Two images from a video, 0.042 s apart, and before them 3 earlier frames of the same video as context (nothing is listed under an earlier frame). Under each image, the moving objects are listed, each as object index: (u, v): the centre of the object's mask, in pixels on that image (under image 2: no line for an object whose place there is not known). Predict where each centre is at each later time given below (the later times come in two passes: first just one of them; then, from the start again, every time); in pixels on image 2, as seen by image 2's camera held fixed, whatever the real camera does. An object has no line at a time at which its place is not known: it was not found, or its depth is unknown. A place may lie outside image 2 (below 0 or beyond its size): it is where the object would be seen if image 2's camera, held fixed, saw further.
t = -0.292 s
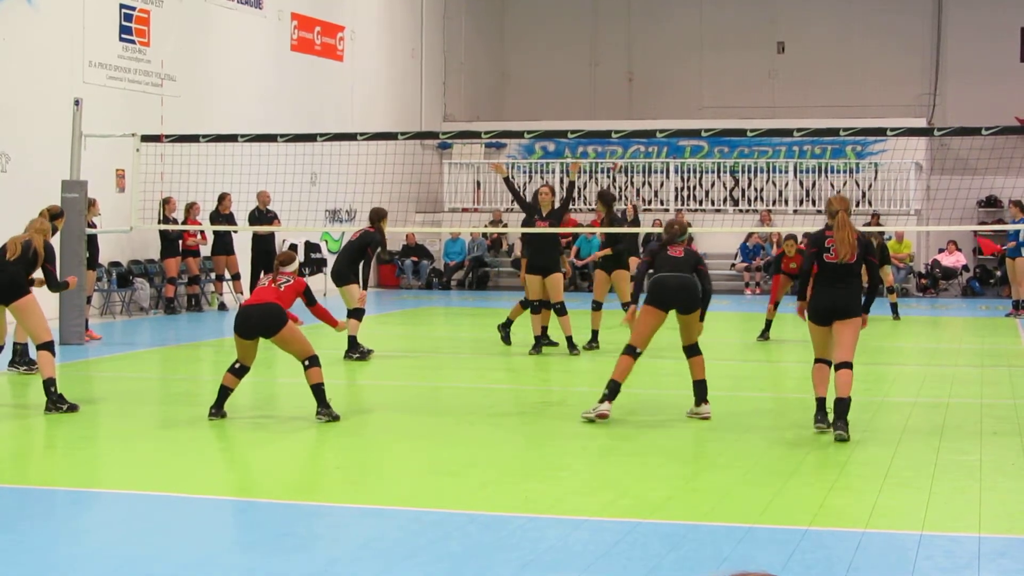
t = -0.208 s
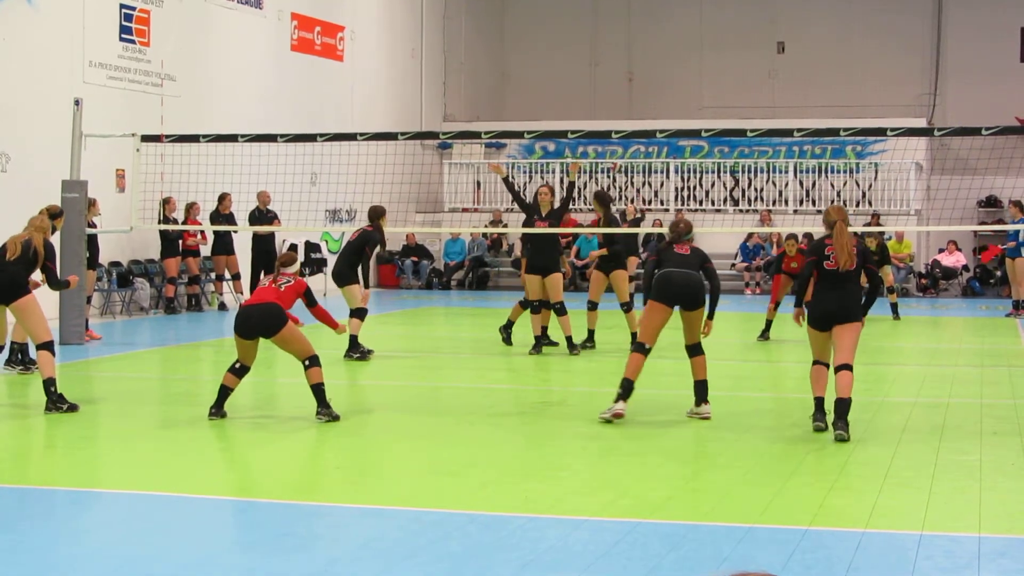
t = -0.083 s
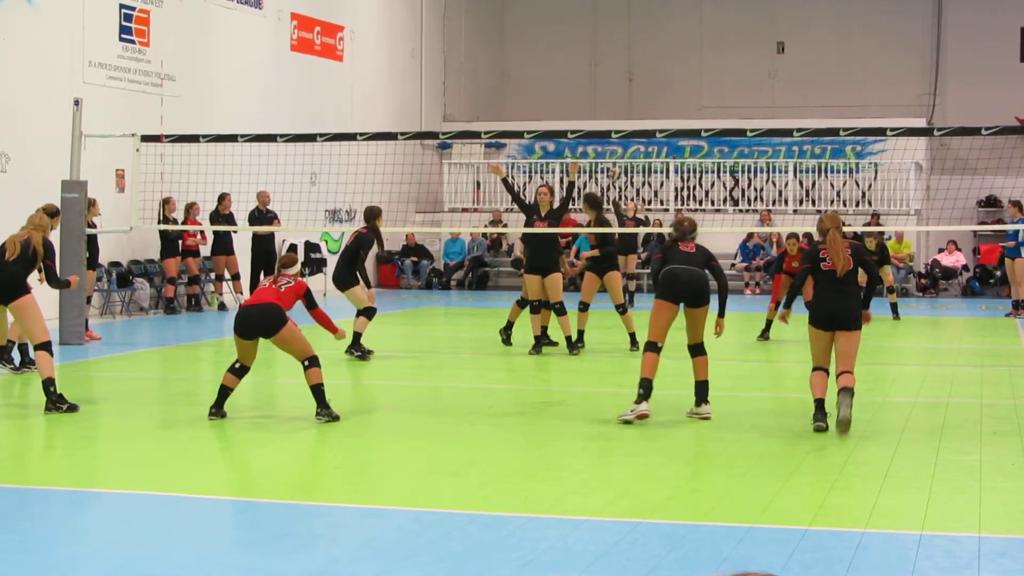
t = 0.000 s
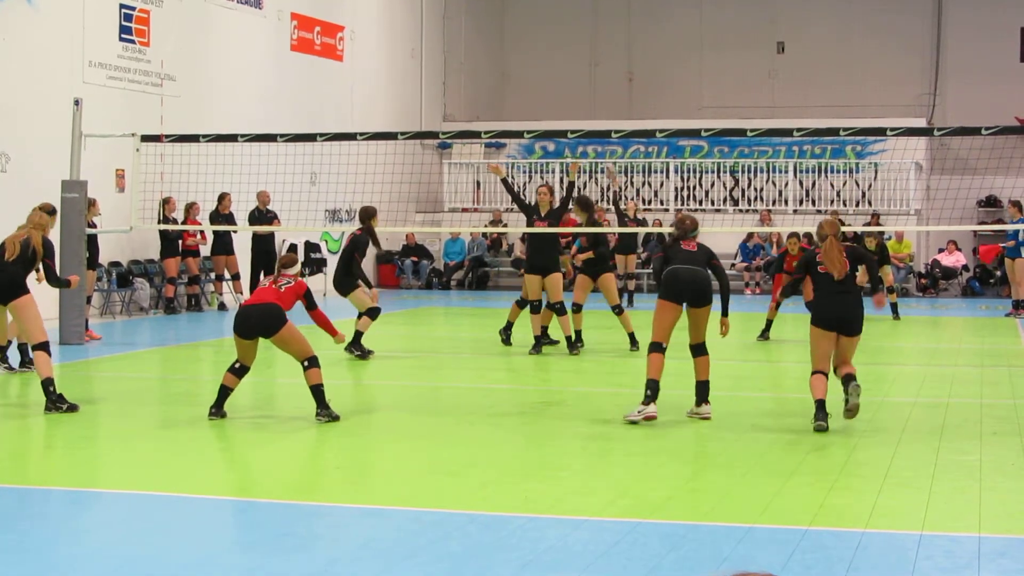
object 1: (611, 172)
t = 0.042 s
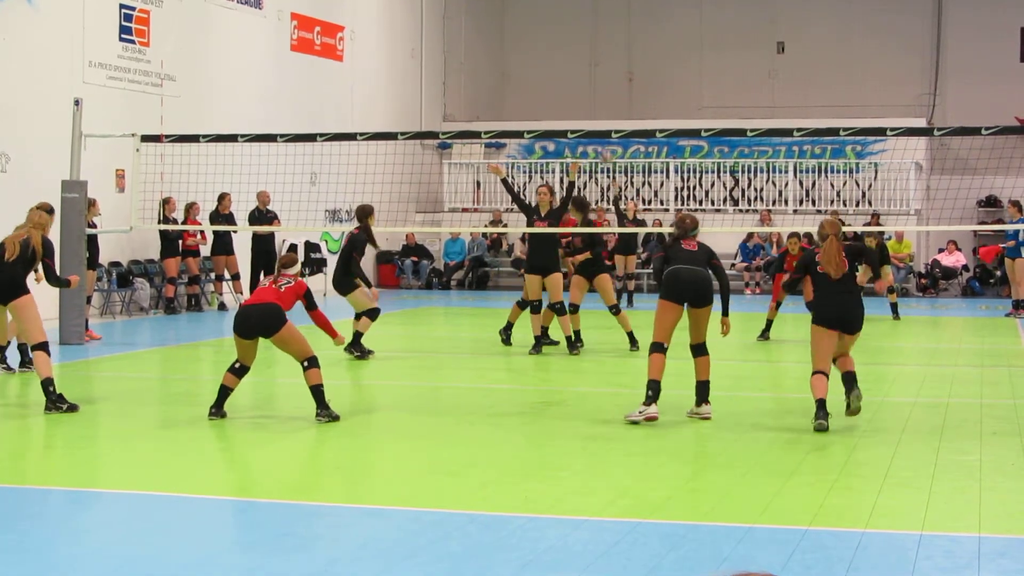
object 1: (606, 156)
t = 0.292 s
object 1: (570, 78)
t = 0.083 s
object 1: (601, 143)
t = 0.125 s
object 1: (593, 126)
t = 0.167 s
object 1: (588, 114)
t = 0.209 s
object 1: (582, 102)
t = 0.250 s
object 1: (576, 90)
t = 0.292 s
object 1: (570, 78)
